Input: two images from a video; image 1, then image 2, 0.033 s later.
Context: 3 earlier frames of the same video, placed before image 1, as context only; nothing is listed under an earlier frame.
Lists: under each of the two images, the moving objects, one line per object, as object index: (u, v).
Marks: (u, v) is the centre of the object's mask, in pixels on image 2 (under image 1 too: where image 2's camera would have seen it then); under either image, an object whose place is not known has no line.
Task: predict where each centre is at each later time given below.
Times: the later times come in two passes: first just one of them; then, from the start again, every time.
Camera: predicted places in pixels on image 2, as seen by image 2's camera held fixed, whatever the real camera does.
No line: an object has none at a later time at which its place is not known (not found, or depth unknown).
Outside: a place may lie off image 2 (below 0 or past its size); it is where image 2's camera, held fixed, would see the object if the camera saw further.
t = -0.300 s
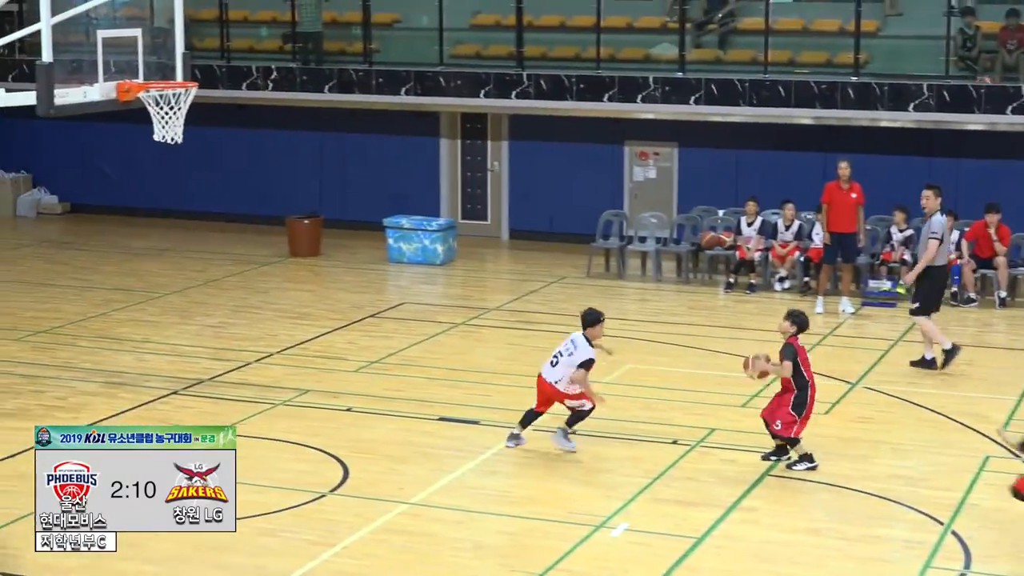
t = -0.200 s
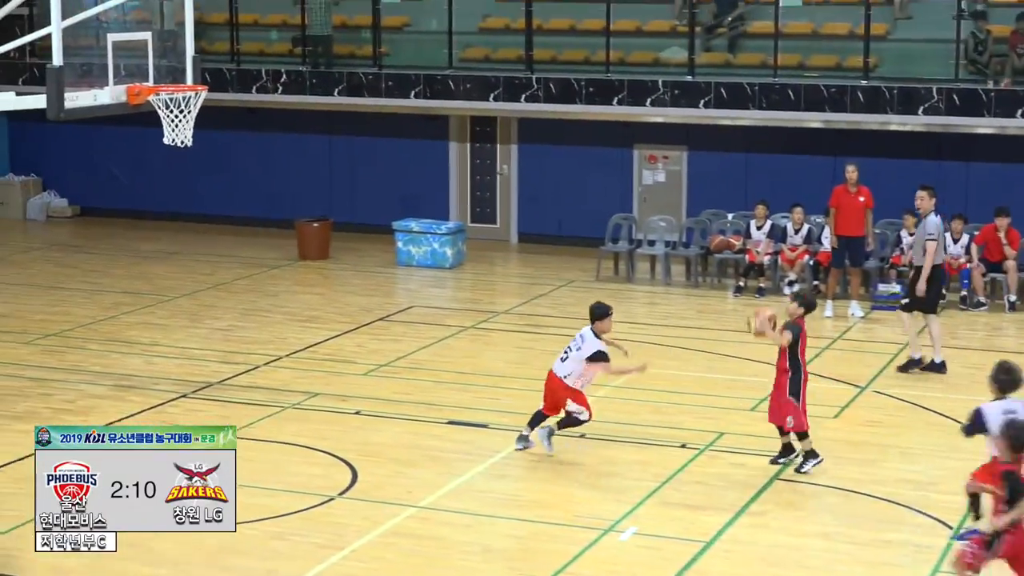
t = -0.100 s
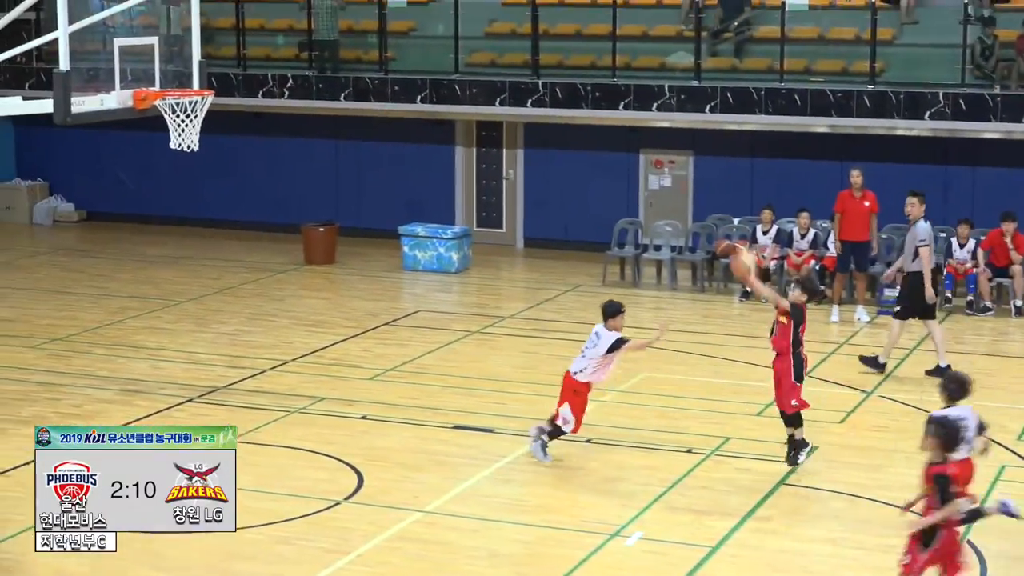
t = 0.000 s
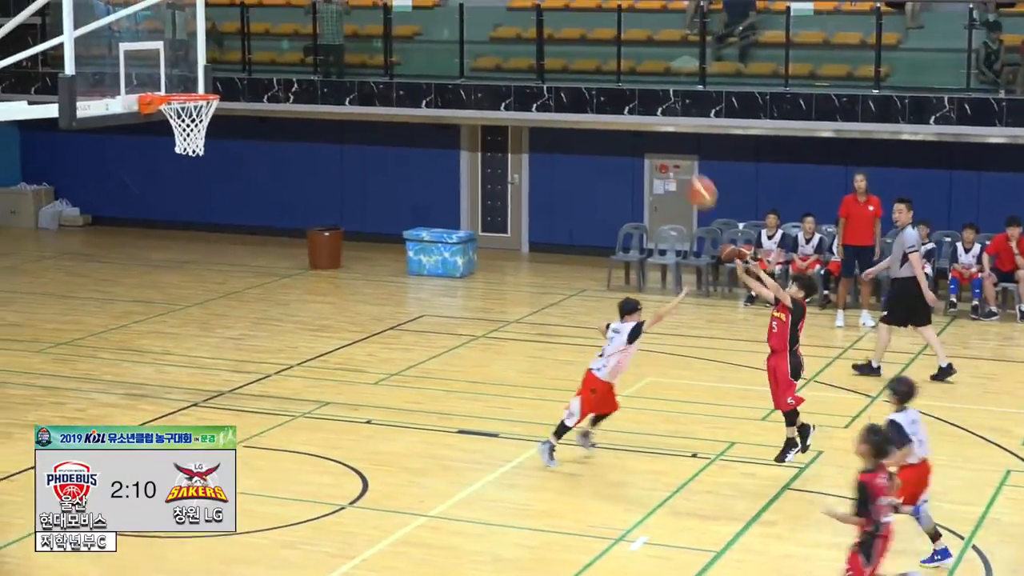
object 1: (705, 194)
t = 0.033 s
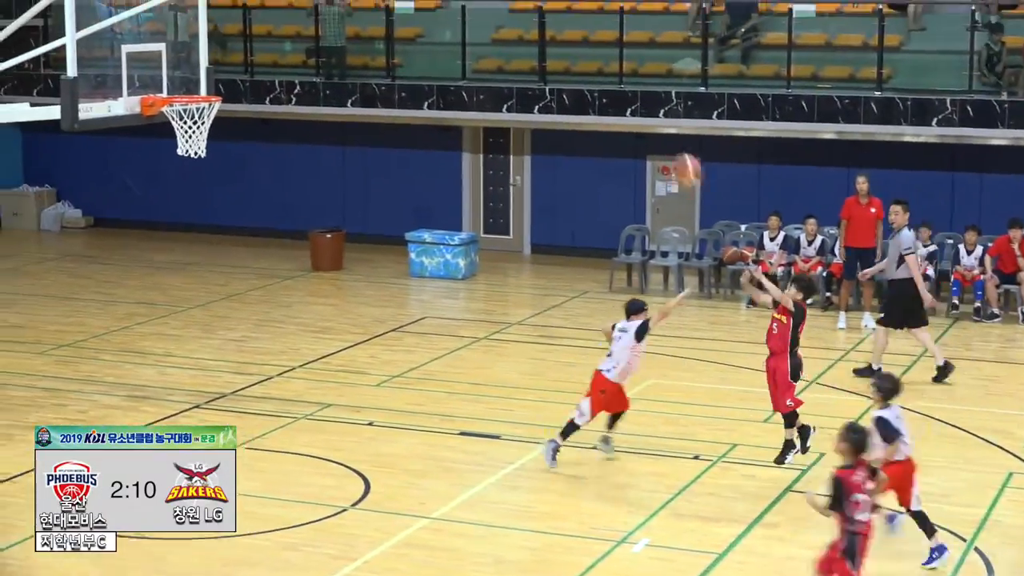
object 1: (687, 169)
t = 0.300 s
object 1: (554, 30)
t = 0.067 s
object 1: (670, 148)
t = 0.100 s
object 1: (654, 130)
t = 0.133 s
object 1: (637, 108)
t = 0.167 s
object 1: (621, 91)
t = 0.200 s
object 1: (604, 73)
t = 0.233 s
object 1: (588, 58)
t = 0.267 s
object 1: (571, 43)
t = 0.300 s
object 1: (554, 30)
